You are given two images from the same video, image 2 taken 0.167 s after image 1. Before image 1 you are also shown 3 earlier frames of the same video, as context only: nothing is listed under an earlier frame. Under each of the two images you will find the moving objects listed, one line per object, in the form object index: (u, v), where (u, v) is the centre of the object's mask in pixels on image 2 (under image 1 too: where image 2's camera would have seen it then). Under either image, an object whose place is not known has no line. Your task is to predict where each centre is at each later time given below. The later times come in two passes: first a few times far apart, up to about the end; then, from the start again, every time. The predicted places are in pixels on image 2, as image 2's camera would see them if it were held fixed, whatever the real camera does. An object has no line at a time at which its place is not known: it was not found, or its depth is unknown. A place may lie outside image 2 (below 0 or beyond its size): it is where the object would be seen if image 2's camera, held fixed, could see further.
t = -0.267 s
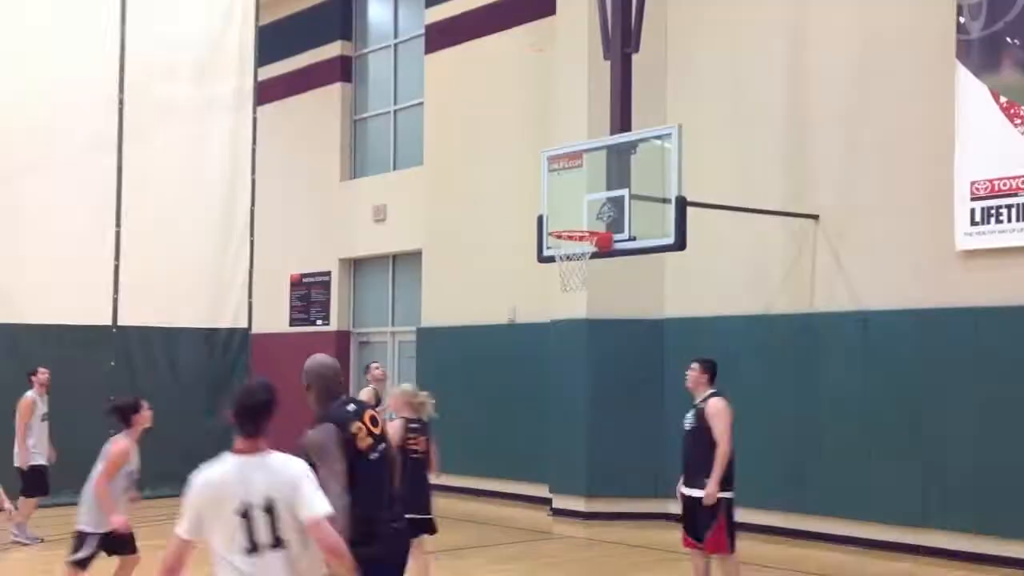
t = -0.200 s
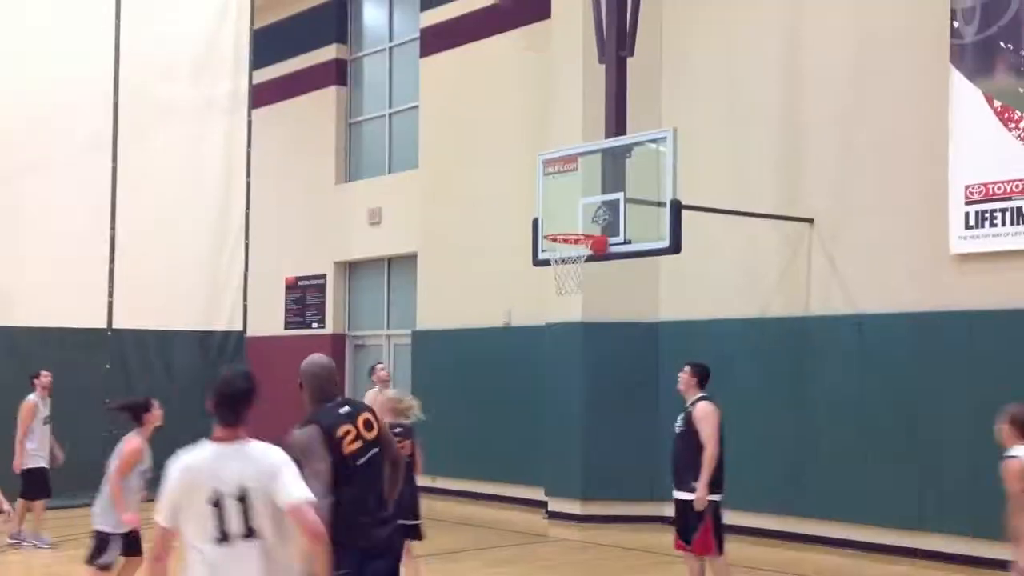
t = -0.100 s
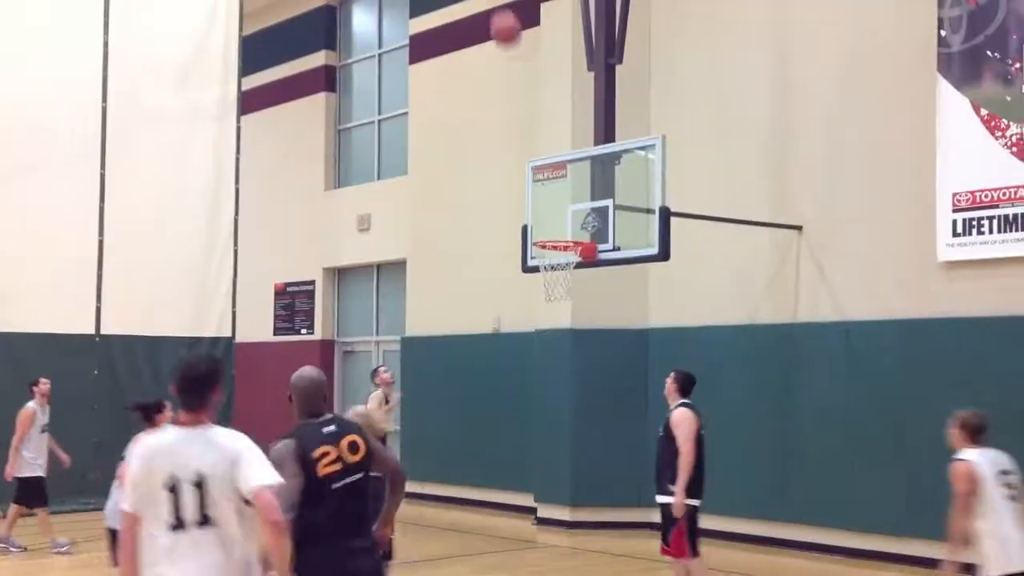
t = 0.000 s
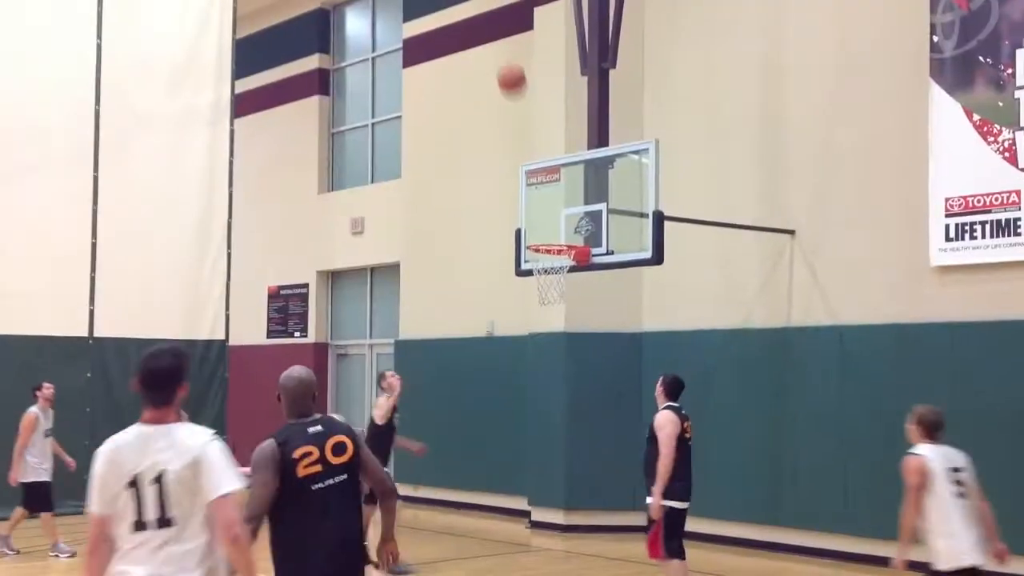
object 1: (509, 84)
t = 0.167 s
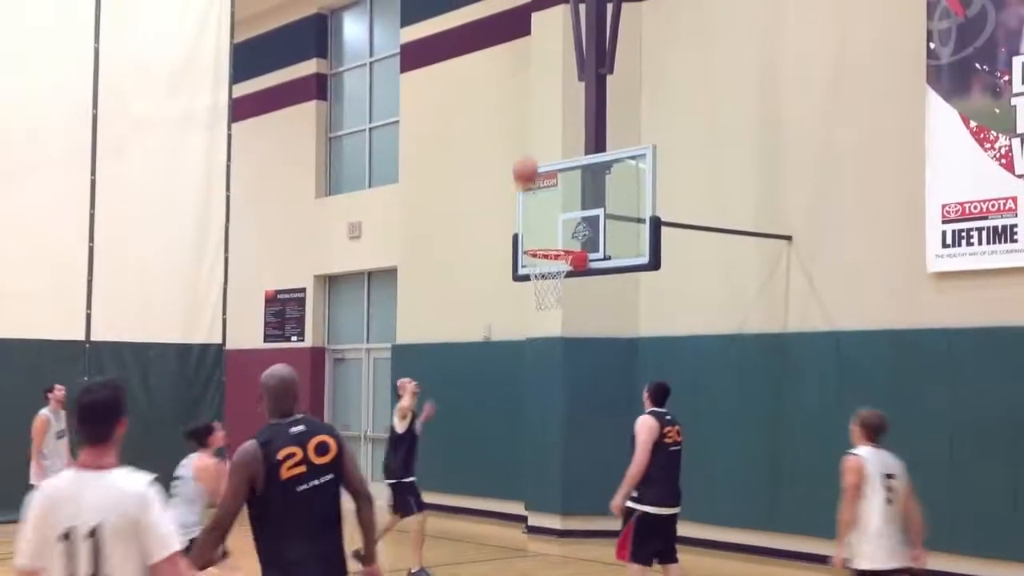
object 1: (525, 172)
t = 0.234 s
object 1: (532, 217)
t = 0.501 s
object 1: (597, 171)
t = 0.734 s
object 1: (610, 139)
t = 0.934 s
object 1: (625, 162)
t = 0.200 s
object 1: (528, 197)
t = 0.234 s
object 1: (532, 217)
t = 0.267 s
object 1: (535, 235)
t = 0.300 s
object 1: (542, 237)
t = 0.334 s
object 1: (552, 221)
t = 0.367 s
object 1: (562, 210)
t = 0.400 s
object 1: (574, 198)
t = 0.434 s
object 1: (585, 187)
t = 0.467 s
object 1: (594, 177)
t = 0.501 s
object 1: (597, 171)
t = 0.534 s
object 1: (600, 161)
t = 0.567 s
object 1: (601, 155)
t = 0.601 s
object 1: (603, 148)
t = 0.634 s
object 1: (605, 144)
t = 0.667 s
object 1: (607, 141)
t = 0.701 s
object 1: (608, 140)
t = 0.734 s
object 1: (610, 139)
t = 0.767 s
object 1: (613, 140)
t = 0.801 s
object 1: (615, 141)
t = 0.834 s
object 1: (617, 145)
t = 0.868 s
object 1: (619, 149)
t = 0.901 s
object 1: (621, 155)
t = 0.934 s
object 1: (625, 162)
